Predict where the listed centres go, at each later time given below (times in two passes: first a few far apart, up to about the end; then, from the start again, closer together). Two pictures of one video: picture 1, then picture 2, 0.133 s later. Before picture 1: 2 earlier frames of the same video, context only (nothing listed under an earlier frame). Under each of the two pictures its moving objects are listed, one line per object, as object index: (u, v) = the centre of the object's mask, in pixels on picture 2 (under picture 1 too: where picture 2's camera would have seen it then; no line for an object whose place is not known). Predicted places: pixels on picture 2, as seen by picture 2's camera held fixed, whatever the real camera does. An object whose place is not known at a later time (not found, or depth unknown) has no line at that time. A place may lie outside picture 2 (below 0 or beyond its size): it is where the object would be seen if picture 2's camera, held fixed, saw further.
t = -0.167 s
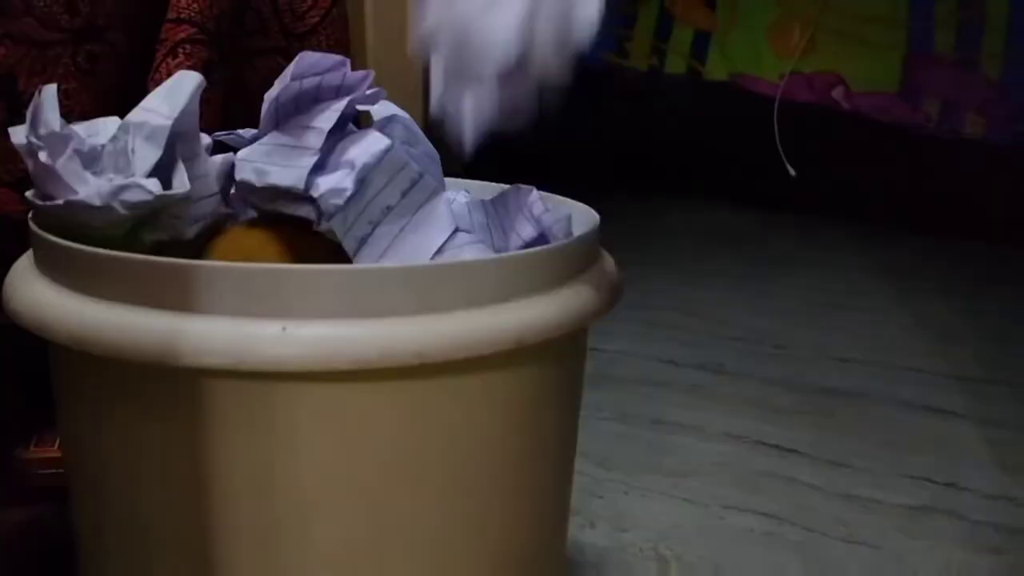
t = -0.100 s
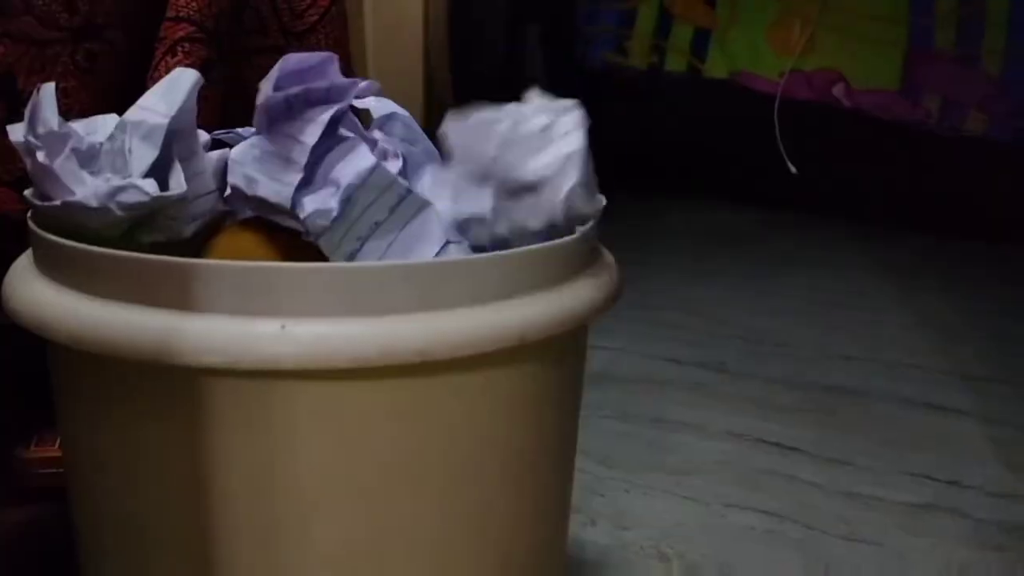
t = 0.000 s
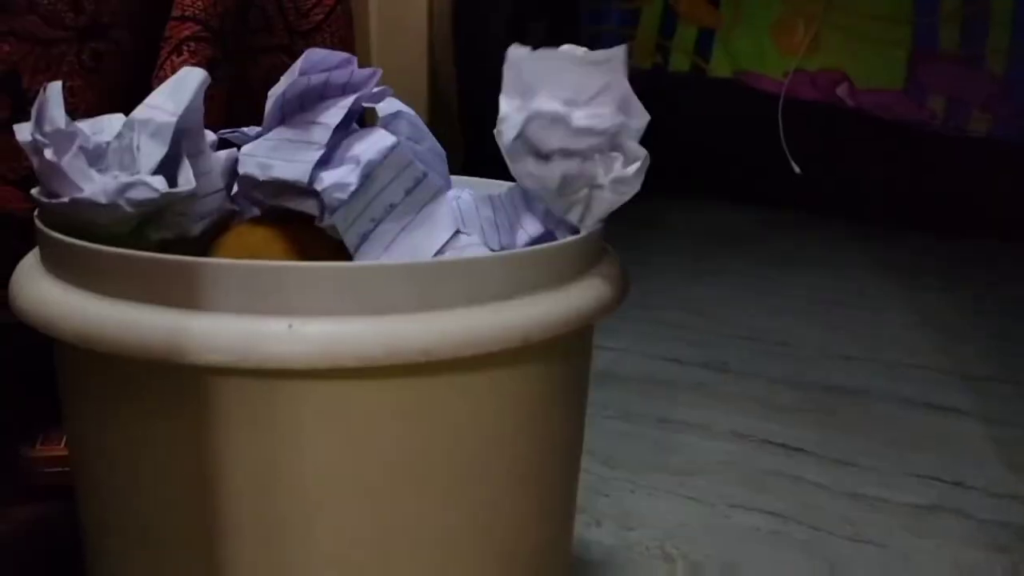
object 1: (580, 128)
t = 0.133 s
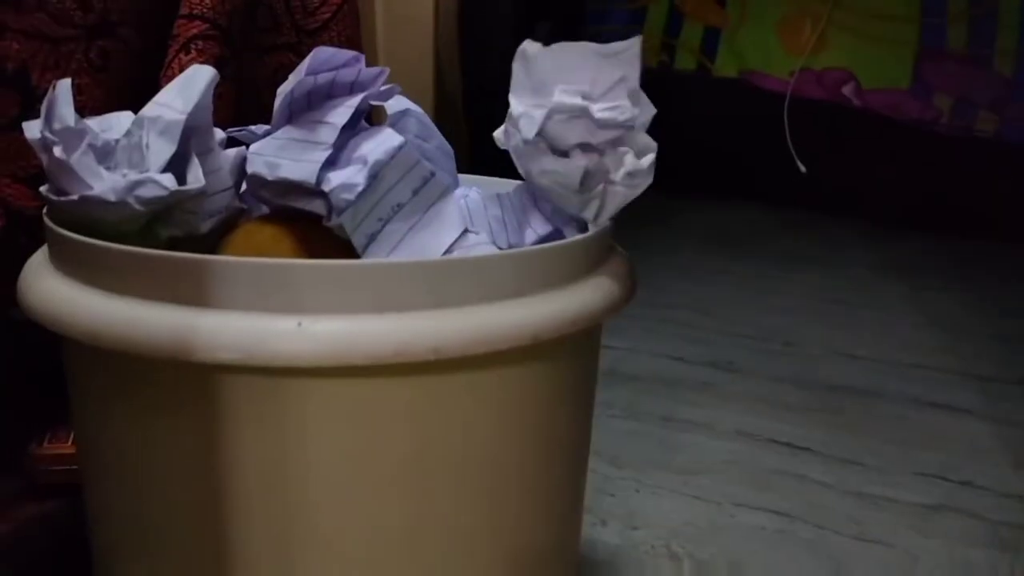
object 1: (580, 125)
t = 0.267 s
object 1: (527, 173)
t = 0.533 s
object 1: (529, 173)
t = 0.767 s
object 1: (529, 172)
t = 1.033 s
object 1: (529, 172)
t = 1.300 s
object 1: (529, 172)
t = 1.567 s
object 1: (529, 172)
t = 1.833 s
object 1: (529, 172)
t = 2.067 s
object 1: (528, 172)
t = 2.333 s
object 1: (528, 172)
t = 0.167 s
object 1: (569, 130)
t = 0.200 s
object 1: (550, 143)
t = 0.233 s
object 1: (536, 166)
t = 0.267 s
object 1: (527, 173)
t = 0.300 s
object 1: (529, 173)
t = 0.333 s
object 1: (528, 172)
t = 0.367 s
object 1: (529, 173)
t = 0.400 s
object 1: (528, 173)
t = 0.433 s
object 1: (528, 173)
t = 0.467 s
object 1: (529, 173)
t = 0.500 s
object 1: (529, 173)
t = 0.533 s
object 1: (529, 173)
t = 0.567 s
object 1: (529, 172)
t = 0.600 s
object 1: (529, 172)
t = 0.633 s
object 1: (529, 172)
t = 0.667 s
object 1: (529, 172)
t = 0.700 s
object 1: (529, 172)
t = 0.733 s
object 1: (529, 173)
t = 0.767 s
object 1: (529, 172)
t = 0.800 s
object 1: (529, 172)
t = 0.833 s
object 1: (529, 172)
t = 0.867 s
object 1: (529, 172)
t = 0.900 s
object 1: (529, 172)
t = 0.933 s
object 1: (529, 172)
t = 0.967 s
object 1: (529, 172)
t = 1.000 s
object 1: (529, 172)
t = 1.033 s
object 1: (529, 172)
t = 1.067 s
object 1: (529, 172)
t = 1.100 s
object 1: (529, 172)
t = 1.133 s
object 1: (529, 172)
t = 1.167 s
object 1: (529, 172)
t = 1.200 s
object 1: (529, 172)
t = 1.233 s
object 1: (529, 172)
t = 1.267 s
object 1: (529, 172)
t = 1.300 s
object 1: (529, 172)
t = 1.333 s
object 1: (529, 172)
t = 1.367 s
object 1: (529, 172)
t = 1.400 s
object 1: (529, 172)
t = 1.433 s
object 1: (529, 172)
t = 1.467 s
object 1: (529, 172)
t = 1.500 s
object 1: (529, 172)
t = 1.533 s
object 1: (529, 172)
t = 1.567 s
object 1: (529, 172)
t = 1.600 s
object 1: (529, 172)
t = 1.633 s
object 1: (529, 172)
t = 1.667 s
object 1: (529, 172)
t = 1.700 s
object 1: (529, 172)
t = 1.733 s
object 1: (529, 172)
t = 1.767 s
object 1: (529, 172)
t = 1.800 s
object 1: (529, 172)
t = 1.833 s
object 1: (529, 172)
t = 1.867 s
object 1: (529, 172)
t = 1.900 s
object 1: (529, 172)
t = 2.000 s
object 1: (529, 172)
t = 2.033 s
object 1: (528, 173)
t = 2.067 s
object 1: (528, 172)
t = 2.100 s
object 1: (528, 173)
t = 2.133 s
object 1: (528, 173)
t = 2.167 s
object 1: (529, 172)
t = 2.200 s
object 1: (529, 172)
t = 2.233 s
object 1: (529, 172)
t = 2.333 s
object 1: (528, 172)
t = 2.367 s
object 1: (528, 172)
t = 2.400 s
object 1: (528, 172)
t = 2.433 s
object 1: (528, 172)
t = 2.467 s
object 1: (528, 172)
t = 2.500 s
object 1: (528, 171)
